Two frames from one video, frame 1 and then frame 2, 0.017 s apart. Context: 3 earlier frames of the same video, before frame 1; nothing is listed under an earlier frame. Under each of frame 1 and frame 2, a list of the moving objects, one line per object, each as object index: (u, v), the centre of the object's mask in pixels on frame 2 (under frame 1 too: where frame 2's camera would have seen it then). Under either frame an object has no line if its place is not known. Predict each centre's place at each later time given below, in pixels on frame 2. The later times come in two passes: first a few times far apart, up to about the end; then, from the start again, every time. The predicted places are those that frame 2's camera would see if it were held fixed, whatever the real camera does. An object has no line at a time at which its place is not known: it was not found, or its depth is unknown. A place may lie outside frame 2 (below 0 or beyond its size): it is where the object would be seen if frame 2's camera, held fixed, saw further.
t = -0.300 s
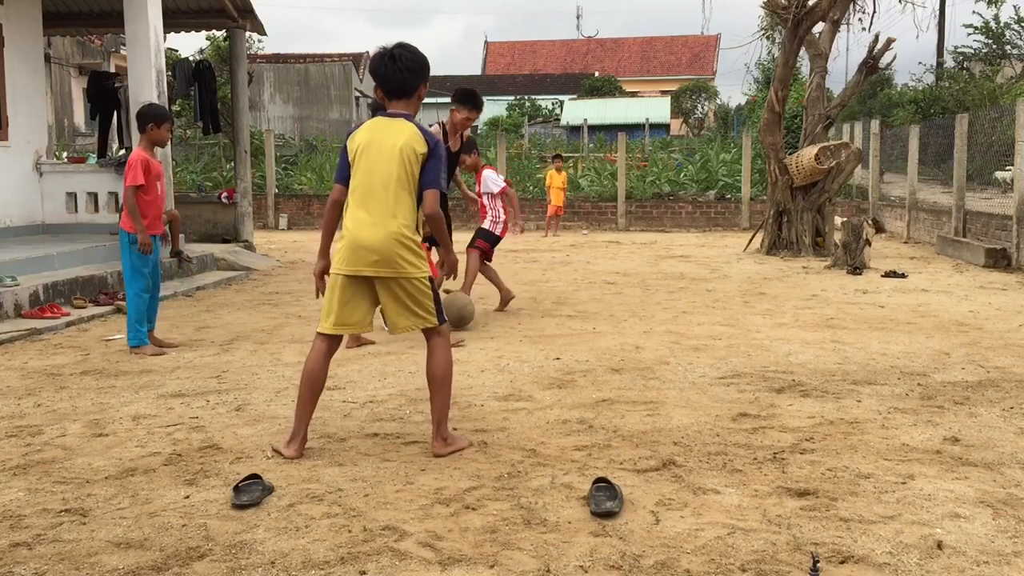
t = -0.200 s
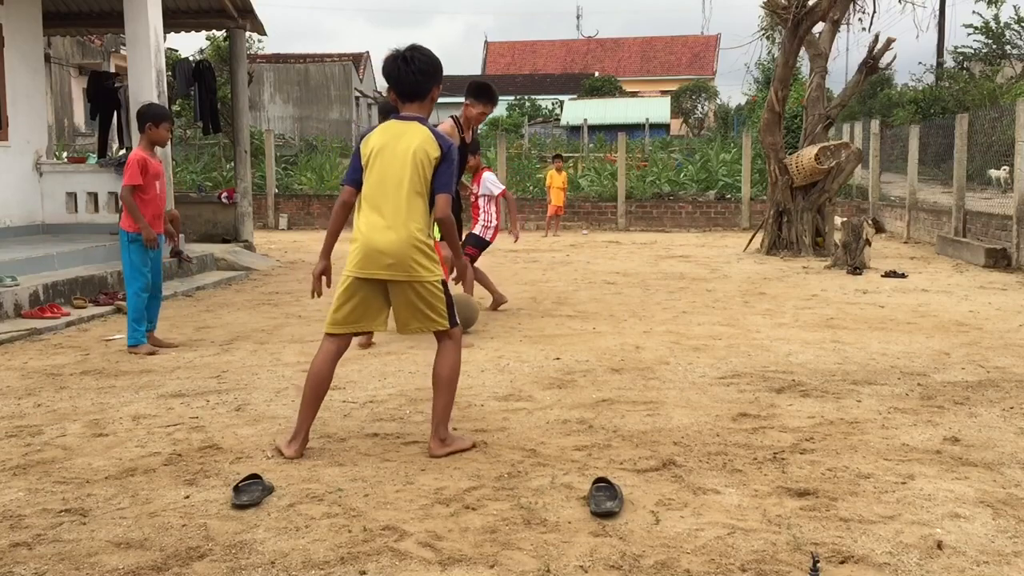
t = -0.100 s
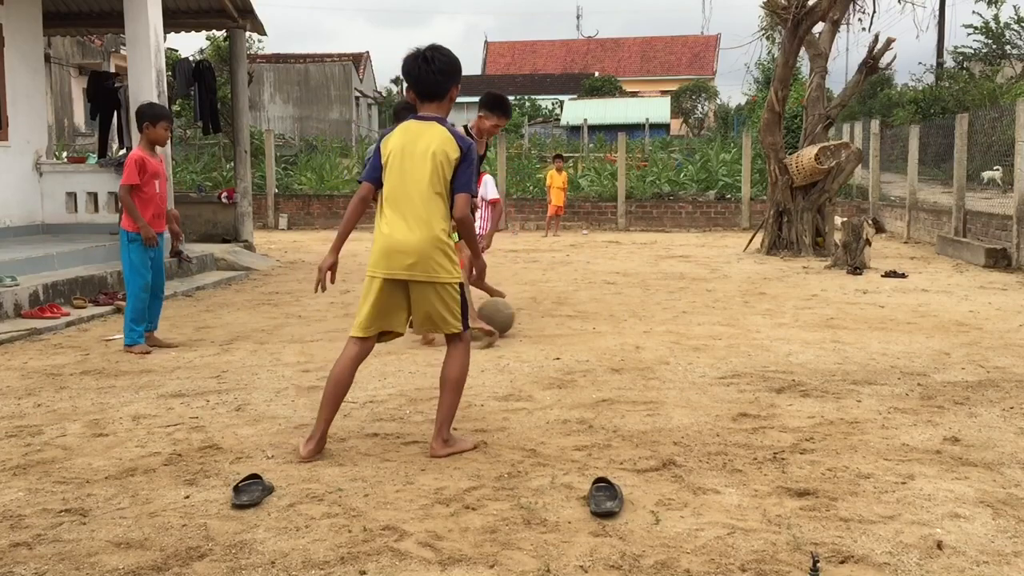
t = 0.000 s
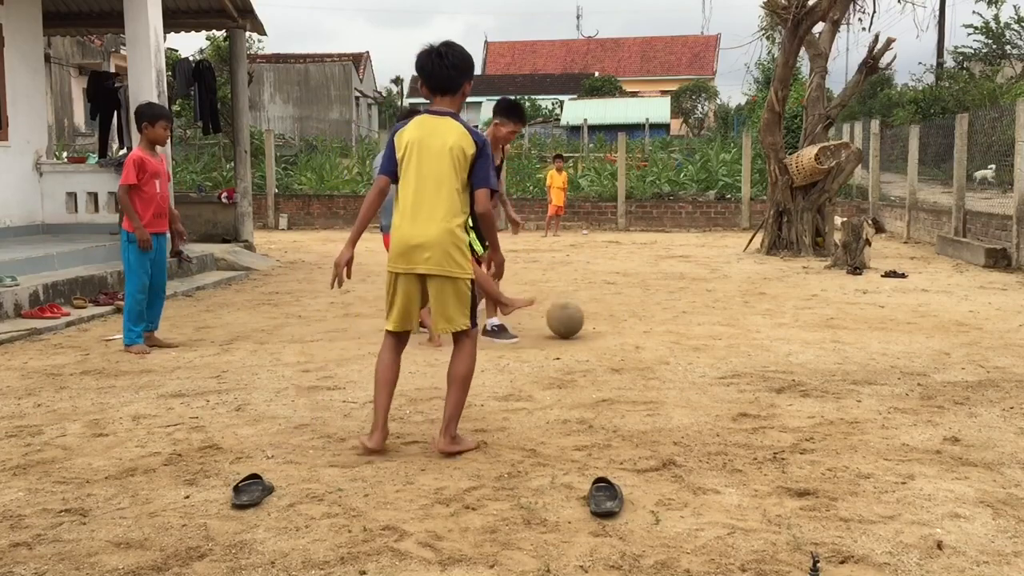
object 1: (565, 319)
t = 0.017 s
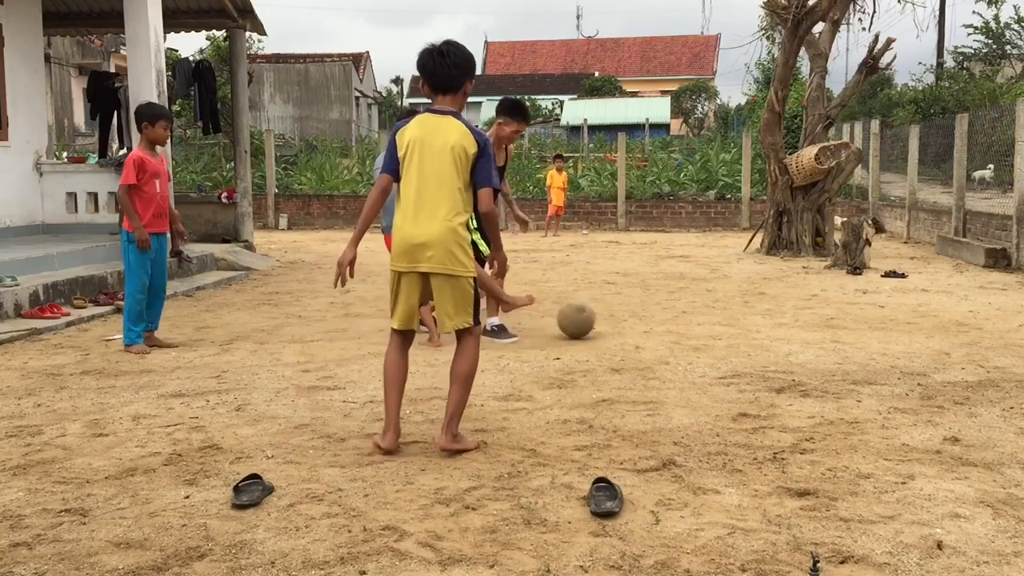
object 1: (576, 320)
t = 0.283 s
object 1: (718, 320)
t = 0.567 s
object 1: (863, 328)
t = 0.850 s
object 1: (1011, 331)
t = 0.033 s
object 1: (586, 321)
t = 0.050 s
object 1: (597, 321)
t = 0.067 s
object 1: (606, 320)
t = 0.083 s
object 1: (614, 319)
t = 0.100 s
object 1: (623, 317)
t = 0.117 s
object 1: (632, 317)
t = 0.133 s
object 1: (641, 318)
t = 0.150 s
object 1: (649, 318)
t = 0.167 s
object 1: (659, 319)
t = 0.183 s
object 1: (668, 321)
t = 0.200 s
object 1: (677, 323)
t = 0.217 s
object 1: (685, 323)
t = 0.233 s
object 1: (693, 322)
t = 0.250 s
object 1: (702, 321)
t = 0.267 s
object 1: (710, 320)
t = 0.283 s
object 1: (718, 320)
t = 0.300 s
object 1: (726, 320)
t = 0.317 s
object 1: (734, 321)
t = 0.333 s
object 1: (742, 322)
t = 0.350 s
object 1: (751, 323)
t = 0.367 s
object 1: (759, 325)
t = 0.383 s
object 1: (768, 326)
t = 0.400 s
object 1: (777, 325)
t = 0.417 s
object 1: (785, 324)
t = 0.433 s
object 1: (794, 324)
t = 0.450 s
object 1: (803, 325)
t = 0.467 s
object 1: (811, 326)
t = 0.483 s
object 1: (820, 327)
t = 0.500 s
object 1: (828, 328)
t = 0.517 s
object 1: (836, 327)
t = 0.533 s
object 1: (845, 327)
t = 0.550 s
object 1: (854, 327)
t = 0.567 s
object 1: (863, 328)
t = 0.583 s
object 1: (872, 328)
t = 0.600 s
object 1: (881, 328)
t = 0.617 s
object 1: (890, 328)
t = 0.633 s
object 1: (899, 327)
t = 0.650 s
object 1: (909, 327)
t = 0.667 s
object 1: (918, 328)
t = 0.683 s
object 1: (927, 329)
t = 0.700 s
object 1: (937, 331)
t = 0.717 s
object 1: (945, 331)
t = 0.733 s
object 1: (954, 331)
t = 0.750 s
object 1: (963, 331)
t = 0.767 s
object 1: (972, 331)
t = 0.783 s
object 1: (981, 332)
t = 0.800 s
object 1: (991, 332)
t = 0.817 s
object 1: (1000, 331)
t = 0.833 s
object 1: (1006, 330)
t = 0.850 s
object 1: (1011, 331)
